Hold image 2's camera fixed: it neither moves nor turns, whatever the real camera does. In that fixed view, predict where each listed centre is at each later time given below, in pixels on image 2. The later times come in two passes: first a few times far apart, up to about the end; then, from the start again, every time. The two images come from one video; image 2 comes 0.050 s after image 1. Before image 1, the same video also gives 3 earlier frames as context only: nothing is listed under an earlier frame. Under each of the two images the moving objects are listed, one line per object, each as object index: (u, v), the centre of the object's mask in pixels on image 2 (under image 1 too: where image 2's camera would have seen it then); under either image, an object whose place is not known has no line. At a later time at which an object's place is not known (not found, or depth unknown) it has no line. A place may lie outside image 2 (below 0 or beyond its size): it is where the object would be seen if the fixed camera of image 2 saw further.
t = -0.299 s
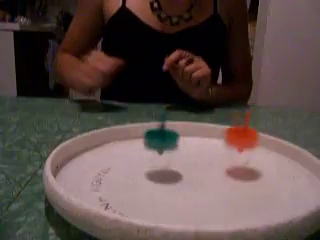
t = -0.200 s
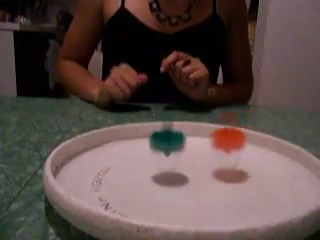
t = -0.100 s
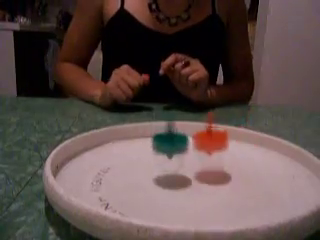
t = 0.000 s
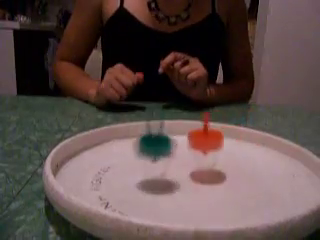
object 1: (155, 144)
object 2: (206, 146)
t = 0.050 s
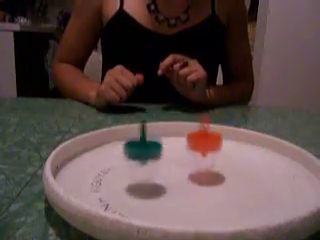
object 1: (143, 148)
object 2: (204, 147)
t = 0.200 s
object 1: (105, 152)
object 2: (194, 147)
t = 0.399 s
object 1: (79, 156)
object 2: (183, 142)
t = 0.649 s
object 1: (132, 159)
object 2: (158, 140)
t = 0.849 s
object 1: (148, 160)
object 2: (153, 129)
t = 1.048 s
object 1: (162, 156)
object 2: (153, 122)
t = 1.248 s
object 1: (176, 150)
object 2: (140, 122)
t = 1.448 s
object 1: (190, 148)
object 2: (141, 133)
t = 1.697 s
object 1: (199, 145)
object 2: (137, 139)
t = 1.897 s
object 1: (219, 149)
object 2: (99, 146)
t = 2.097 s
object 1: (226, 147)
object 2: (80, 152)
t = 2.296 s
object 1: (219, 156)
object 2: (124, 157)
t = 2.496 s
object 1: (197, 158)
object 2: (162, 149)
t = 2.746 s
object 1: (192, 179)
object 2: (176, 131)
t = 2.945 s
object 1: (194, 187)
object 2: (182, 120)
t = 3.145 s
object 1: (173, 178)
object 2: (180, 124)
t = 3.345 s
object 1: (149, 159)
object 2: (181, 132)
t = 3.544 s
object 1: (122, 136)
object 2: (175, 138)
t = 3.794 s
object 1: (92, 144)
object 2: (175, 144)
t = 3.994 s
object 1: (122, 144)
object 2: (166, 152)
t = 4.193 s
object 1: (134, 142)
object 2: (168, 167)
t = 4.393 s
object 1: (143, 130)
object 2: (165, 173)
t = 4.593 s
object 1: (150, 132)
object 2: (149, 190)
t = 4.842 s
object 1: (149, 125)
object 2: (137, 183)
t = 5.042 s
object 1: (136, 125)
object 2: (137, 168)
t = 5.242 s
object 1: (130, 132)
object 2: (152, 151)
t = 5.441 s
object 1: (127, 139)
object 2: (174, 141)
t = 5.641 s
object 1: (116, 144)
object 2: (189, 134)
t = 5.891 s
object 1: (96, 147)
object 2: (202, 130)
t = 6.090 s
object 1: (85, 154)
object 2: (210, 131)
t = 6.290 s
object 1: (104, 154)
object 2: (212, 130)
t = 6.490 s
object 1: (123, 151)
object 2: (207, 130)
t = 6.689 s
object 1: (142, 155)
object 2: (199, 127)
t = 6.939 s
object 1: (168, 154)
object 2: (184, 121)
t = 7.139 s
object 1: (184, 157)
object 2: (158, 122)
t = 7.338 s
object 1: (195, 157)
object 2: (131, 123)
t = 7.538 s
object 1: (201, 158)
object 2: (100, 128)
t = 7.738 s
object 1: (200, 156)
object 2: (87, 142)
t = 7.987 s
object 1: (194, 151)
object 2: (105, 152)
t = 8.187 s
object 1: (200, 149)
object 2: (112, 163)
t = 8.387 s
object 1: (202, 142)
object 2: (119, 171)
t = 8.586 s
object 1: (192, 145)
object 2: (132, 179)
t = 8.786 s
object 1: (180, 141)
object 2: (152, 165)
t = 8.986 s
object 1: (160, 135)
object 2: (174, 169)
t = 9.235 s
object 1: (157, 133)
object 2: (203, 158)
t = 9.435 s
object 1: (150, 136)
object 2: (217, 161)
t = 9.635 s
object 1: (144, 131)
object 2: (225, 156)
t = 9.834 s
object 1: (130, 126)
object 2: (225, 152)
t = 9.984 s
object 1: (121, 129)
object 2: (214, 151)
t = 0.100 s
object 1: (131, 149)
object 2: (202, 147)
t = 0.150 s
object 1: (117, 150)
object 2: (198, 147)
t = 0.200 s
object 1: (105, 152)
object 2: (194, 147)
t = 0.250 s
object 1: (93, 152)
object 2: (191, 148)
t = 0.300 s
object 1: (81, 151)
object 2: (188, 142)
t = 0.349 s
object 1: (77, 152)
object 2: (186, 142)
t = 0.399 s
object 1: (79, 156)
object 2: (183, 142)
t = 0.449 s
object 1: (88, 162)
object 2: (178, 142)
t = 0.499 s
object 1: (103, 163)
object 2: (174, 142)
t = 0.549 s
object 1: (114, 163)
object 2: (168, 144)
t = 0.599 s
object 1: (120, 170)
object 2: (162, 142)
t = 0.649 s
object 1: (132, 159)
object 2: (158, 140)
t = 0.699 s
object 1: (138, 161)
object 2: (158, 136)
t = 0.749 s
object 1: (141, 160)
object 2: (158, 135)
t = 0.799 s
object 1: (144, 160)
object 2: (154, 132)
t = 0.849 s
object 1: (148, 160)
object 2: (153, 129)
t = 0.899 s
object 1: (152, 158)
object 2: (153, 127)
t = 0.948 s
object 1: (154, 156)
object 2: (153, 126)
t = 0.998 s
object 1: (158, 157)
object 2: (153, 123)
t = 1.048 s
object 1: (162, 156)
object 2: (153, 122)
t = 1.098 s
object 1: (166, 154)
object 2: (151, 124)
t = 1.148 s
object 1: (170, 153)
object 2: (150, 121)
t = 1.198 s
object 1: (174, 151)
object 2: (145, 121)
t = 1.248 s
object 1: (176, 150)
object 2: (140, 122)
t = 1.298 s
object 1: (179, 150)
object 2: (135, 127)
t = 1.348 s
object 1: (182, 149)
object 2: (135, 129)
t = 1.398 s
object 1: (186, 150)
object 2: (137, 130)
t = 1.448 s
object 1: (190, 148)
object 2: (141, 133)
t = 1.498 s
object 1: (191, 147)
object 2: (144, 136)
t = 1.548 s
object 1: (190, 146)
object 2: (147, 138)
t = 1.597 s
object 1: (189, 146)
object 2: (149, 134)
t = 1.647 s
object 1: (192, 144)
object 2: (146, 136)
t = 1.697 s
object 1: (199, 145)
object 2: (137, 139)
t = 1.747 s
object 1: (204, 145)
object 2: (129, 139)
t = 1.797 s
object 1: (210, 147)
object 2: (118, 140)
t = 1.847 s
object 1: (215, 149)
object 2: (109, 142)
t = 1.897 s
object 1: (219, 149)
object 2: (99, 146)
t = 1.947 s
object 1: (222, 150)
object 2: (89, 147)
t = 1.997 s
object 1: (224, 151)
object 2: (80, 148)
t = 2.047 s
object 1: (225, 145)
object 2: (76, 151)
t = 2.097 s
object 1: (226, 147)
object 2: (80, 152)
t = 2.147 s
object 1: (225, 150)
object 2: (90, 160)
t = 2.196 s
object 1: (224, 152)
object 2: (101, 161)
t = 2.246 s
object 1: (222, 154)
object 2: (113, 160)
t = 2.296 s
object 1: (219, 156)
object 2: (124, 157)
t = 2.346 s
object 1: (215, 155)
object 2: (136, 156)
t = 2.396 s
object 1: (211, 158)
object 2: (146, 158)
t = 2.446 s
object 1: (205, 158)
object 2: (154, 157)
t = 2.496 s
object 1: (197, 158)
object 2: (162, 149)
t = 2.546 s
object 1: (195, 166)
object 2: (167, 145)
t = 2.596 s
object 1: (195, 169)
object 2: (171, 141)
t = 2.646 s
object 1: (196, 173)
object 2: (176, 138)
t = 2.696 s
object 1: (194, 176)
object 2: (175, 136)
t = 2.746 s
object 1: (192, 179)
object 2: (176, 131)
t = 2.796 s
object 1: (188, 184)
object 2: (180, 126)
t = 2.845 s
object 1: (187, 185)
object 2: (183, 123)
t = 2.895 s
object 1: (190, 188)
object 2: (183, 121)
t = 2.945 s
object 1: (194, 187)
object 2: (182, 120)
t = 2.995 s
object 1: (195, 184)
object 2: (178, 123)
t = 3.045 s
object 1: (189, 190)
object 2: (176, 124)
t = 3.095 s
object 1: (181, 177)
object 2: (177, 122)
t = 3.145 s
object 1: (173, 178)
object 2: (180, 124)
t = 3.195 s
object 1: (169, 171)
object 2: (183, 130)
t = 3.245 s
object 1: (161, 169)
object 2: (183, 131)
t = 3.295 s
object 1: (155, 163)
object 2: (183, 132)
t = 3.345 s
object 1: (149, 159)
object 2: (181, 132)
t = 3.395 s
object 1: (145, 156)
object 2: (180, 134)
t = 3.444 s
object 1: (142, 150)
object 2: (175, 136)
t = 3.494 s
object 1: (137, 137)
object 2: (170, 137)
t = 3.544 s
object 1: (122, 136)
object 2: (175, 138)
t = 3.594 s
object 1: (104, 132)
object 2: (177, 139)
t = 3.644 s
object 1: (90, 132)
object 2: (176, 139)
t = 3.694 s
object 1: (86, 134)
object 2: (177, 140)
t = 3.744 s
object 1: (87, 141)
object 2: (177, 142)
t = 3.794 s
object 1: (92, 144)
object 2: (175, 144)
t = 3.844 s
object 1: (97, 146)
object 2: (173, 146)
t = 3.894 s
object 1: (105, 141)
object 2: (172, 147)
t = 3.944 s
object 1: (114, 146)
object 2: (169, 150)
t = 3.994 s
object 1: (122, 144)
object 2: (166, 152)
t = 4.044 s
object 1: (128, 147)
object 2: (163, 154)
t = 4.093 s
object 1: (131, 144)
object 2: (162, 157)
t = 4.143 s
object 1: (132, 143)
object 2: (165, 161)
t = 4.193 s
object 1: (134, 142)
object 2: (168, 167)
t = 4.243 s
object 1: (136, 141)
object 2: (169, 171)
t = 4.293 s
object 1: (139, 139)
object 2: (168, 175)
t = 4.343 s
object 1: (141, 138)
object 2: (168, 179)
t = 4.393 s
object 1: (143, 130)
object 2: (165, 173)
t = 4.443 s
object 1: (146, 129)
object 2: (160, 176)
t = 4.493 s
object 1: (149, 137)
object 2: (160, 176)
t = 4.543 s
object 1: (151, 129)
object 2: (151, 184)
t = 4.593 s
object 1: (150, 132)
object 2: (149, 190)
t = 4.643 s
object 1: (149, 131)
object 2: (146, 187)
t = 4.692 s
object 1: (152, 127)
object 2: (142, 188)
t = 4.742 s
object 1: (151, 134)
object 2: (140, 188)
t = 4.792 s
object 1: (150, 124)
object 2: (139, 185)
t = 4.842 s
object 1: (149, 125)
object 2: (137, 183)
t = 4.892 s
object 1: (146, 126)
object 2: (136, 178)
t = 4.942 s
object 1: (143, 125)
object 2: (136, 174)
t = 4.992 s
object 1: (140, 122)
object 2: (136, 171)
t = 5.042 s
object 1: (136, 125)
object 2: (137, 168)
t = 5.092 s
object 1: (133, 127)
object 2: (140, 164)
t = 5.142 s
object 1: (131, 125)
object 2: (144, 158)
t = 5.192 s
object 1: (130, 130)
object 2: (149, 155)
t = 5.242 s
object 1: (130, 132)
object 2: (152, 151)
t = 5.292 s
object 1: (130, 134)
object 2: (158, 148)
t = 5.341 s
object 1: (130, 136)
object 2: (163, 146)
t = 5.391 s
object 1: (129, 137)
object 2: (168, 143)
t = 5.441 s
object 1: (127, 139)
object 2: (174, 141)
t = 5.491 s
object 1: (124, 141)
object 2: (177, 139)
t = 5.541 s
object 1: (122, 142)
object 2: (183, 137)
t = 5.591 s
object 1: (119, 143)
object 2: (185, 135)
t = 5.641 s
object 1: (116, 144)
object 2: (189, 134)
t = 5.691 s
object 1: (115, 143)
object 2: (193, 134)
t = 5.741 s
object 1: (111, 145)
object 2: (195, 133)
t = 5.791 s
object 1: (106, 146)
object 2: (199, 132)
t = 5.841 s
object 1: (102, 147)
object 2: (200, 129)
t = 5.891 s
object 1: (96, 147)
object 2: (202, 130)
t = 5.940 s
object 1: (92, 147)
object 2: (205, 132)
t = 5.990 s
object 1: (87, 148)
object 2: (207, 132)
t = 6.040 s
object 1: (86, 151)
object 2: (210, 131)
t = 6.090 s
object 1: (85, 154)
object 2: (210, 131)
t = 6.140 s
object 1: (89, 155)
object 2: (211, 131)
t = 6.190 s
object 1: (92, 154)
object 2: (213, 132)
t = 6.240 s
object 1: (99, 154)
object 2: (212, 130)
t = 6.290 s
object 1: (104, 154)
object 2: (212, 130)
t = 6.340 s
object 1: (107, 150)
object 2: (211, 129)
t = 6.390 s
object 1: (112, 147)
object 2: (209, 130)
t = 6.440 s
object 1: (117, 153)
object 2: (209, 129)
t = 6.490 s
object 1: (123, 151)
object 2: (207, 130)
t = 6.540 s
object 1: (127, 147)
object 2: (206, 129)
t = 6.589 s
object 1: (130, 154)
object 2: (203, 128)
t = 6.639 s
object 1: (136, 154)
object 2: (201, 127)
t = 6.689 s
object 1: (142, 155)
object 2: (199, 127)
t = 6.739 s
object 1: (148, 154)
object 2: (195, 127)
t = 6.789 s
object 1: (150, 151)
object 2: (194, 125)
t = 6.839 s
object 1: (156, 154)
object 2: (190, 126)
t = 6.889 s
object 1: (161, 155)
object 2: (187, 122)
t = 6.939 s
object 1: (168, 154)
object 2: (184, 121)
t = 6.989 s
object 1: (172, 157)
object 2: (178, 120)
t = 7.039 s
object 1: (175, 156)
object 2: (169, 117)
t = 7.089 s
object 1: (180, 156)
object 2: (162, 121)
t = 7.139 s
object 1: (184, 157)
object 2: (158, 122)
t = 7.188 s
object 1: (187, 157)
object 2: (150, 123)
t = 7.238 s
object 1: (186, 151)
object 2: (145, 125)
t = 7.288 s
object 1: (190, 152)
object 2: (138, 126)
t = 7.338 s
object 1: (195, 157)
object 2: (131, 123)
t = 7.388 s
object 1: (196, 157)
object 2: (122, 132)
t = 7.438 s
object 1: (197, 160)
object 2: (115, 131)
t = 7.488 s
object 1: (198, 158)
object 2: (108, 133)
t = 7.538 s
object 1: (201, 158)
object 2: (100, 128)
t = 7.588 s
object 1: (200, 158)
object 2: (93, 133)
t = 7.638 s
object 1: (199, 158)
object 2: (89, 135)
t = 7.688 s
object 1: (200, 155)
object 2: (85, 139)
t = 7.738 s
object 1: (200, 156)
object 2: (87, 142)
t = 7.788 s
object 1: (198, 154)
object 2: (89, 143)
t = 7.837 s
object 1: (195, 154)
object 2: (94, 147)
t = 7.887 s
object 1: (196, 151)
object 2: (98, 147)
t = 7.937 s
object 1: (195, 152)
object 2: (101, 152)
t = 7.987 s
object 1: (194, 151)
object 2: (105, 152)
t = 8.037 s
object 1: (194, 150)
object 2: (105, 160)
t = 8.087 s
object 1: (196, 151)
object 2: (108, 158)
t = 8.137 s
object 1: (198, 152)
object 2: (107, 164)
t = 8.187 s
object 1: (200, 149)
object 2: (112, 163)
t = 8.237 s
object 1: (202, 148)
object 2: (110, 166)
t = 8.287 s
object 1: (205, 147)
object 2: (114, 167)
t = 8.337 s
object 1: (204, 146)
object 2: (112, 170)
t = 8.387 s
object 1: (202, 142)
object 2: (119, 171)
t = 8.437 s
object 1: (202, 145)
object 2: (120, 171)
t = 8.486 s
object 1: (199, 145)
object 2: (126, 170)
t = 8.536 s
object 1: (195, 146)
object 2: (126, 172)
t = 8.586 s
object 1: (192, 145)
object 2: (132, 179)
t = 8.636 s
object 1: (188, 142)
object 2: (136, 177)
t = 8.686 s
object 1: (183, 141)
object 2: (142, 168)
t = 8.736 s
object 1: (182, 145)
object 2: (146, 173)
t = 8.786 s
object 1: (180, 141)
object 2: (152, 165)
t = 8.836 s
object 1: (176, 137)
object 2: (160, 166)
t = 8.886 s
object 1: (172, 139)
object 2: (163, 167)
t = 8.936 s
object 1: (169, 137)
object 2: (172, 166)
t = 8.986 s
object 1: (160, 135)
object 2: (174, 169)
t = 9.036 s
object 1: (164, 136)
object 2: (182, 169)
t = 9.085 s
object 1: (163, 136)
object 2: (185, 166)
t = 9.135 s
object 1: (159, 135)
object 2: (192, 167)
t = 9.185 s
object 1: (160, 134)
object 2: (197, 164)
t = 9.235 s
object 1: (157, 133)
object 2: (203, 158)
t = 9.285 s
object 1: (154, 138)
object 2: (206, 164)
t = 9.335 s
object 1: (154, 132)
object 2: (212, 153)
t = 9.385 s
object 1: (151, 137)
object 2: (217, 161)
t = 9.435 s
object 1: (150, 136)
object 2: (217, 161)
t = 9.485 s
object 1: (150, 134)
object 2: (222, 159)
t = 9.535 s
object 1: (147, 134)
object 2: (223, 158)
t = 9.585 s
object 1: (145, 132)
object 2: (226, 157)
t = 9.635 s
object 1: (144, 131)
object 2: (225, 156)
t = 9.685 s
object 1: (140, 131)
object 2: (226, 156)
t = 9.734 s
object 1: (138, 129)
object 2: (226, 155)
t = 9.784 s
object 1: (135, 127)
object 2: (226, 154)
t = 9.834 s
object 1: (130, 126)
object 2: (225, 152)
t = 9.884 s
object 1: (127, 125)
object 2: (223, 151)
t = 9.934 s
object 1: (122, 128)
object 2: (220, 152)
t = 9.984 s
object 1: (121, 129)
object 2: (214, 151)
